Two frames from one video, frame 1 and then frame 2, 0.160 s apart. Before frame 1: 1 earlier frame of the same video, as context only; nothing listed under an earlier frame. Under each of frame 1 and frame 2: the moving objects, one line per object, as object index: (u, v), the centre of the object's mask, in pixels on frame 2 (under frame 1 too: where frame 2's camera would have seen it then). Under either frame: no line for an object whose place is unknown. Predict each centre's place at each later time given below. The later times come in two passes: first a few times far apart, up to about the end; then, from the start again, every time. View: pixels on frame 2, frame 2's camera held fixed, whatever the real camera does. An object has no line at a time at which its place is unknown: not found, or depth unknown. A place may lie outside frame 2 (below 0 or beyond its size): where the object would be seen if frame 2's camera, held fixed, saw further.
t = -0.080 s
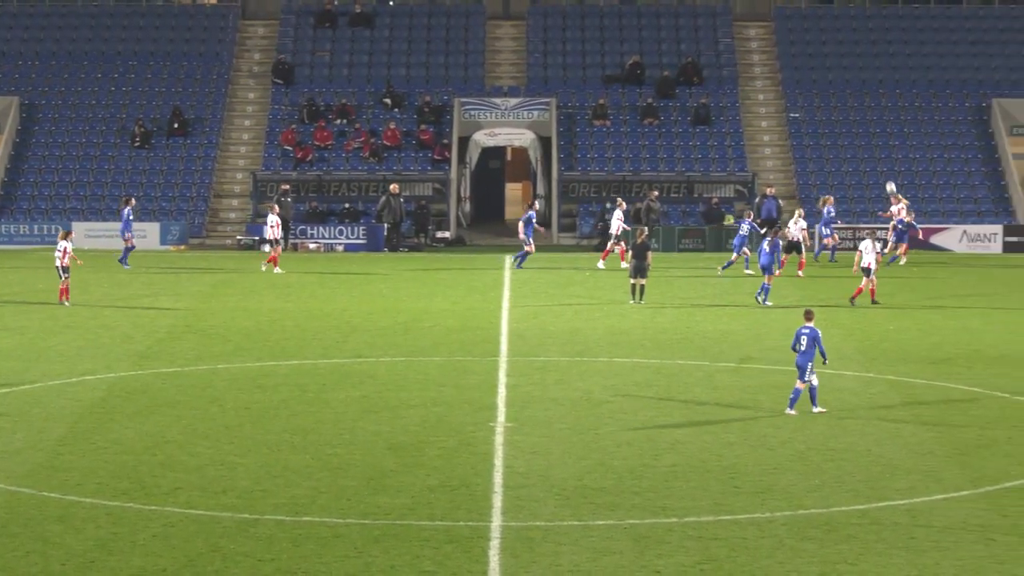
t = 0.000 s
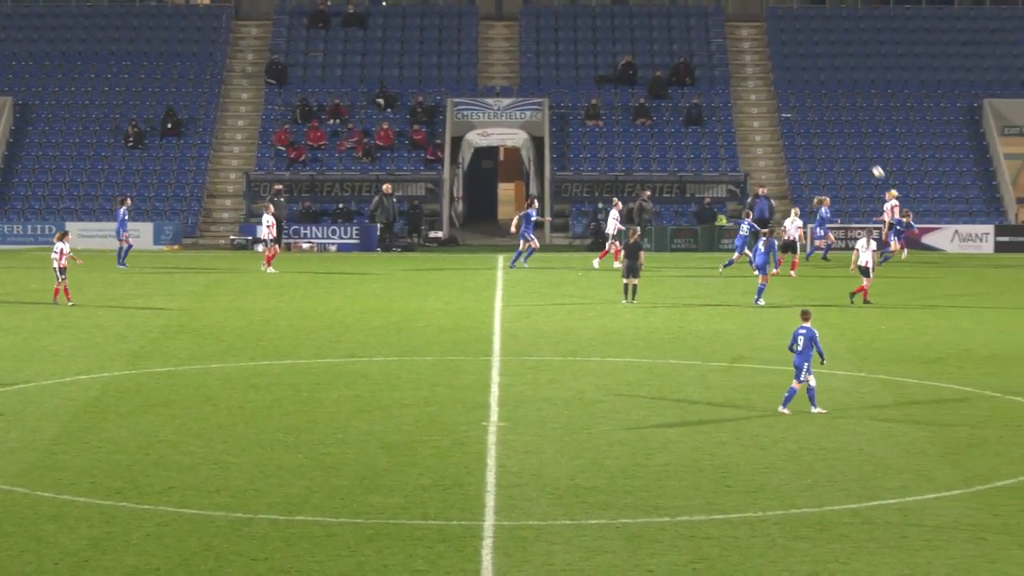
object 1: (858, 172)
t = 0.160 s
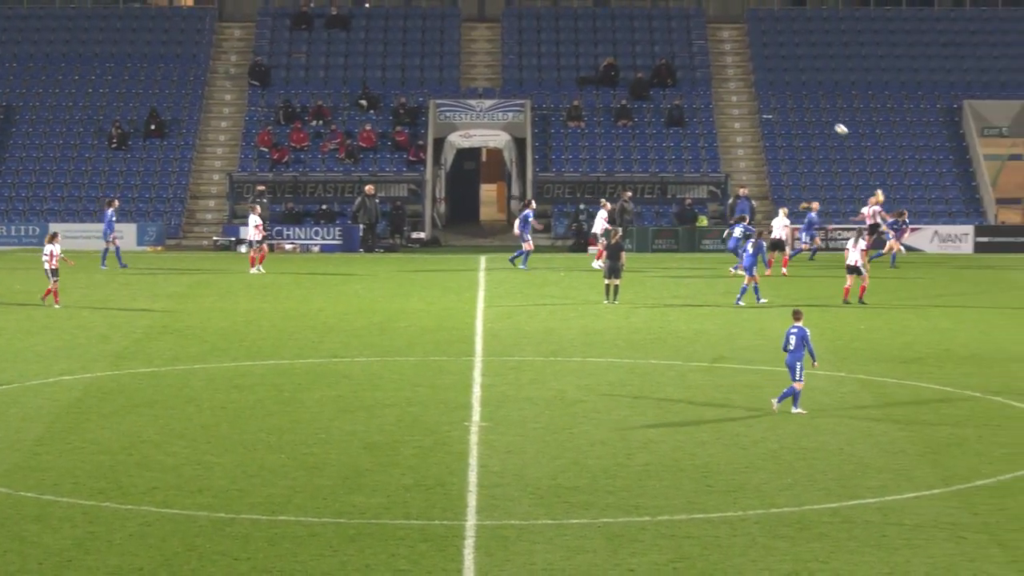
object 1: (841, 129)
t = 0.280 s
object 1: (827, 104)
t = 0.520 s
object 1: (800, 71)
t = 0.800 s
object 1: (768, 61)
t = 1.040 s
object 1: (740, 80)
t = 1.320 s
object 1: (708, 132)
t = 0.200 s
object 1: (836, 120)
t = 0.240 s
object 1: (832, 111)
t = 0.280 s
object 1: (827, 104)
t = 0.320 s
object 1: (823, 96)
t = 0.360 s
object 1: (818, 90)
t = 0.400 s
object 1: (813, 84)
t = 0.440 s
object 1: (809, 79)
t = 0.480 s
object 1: (804, 74)
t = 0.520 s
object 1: (800, 71)
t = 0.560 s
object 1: (795, 67)
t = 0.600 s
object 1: (791, 65)
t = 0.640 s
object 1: (786, 63)
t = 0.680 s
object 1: (782, 61)
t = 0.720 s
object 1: (777, 61)
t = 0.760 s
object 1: (772, 61)
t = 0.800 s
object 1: (768, 61)
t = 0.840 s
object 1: (763, 63)
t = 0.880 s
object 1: (758, 65)
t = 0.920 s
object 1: (754, 68)
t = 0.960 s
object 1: (749, 71)
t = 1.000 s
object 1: (745, 75)
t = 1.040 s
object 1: (740, 80)
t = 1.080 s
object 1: (735, 85)
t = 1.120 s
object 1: (730, 91)
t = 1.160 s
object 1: (726, 98)
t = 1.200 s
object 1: (721, 105)
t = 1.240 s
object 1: (717, 114)
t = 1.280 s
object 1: (712, 123)
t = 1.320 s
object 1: (708, 132)
